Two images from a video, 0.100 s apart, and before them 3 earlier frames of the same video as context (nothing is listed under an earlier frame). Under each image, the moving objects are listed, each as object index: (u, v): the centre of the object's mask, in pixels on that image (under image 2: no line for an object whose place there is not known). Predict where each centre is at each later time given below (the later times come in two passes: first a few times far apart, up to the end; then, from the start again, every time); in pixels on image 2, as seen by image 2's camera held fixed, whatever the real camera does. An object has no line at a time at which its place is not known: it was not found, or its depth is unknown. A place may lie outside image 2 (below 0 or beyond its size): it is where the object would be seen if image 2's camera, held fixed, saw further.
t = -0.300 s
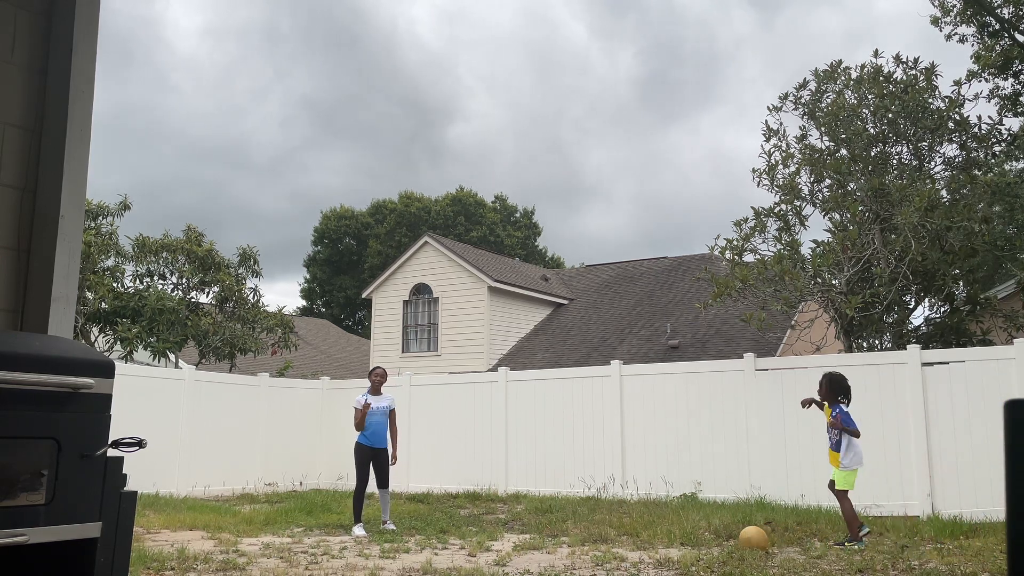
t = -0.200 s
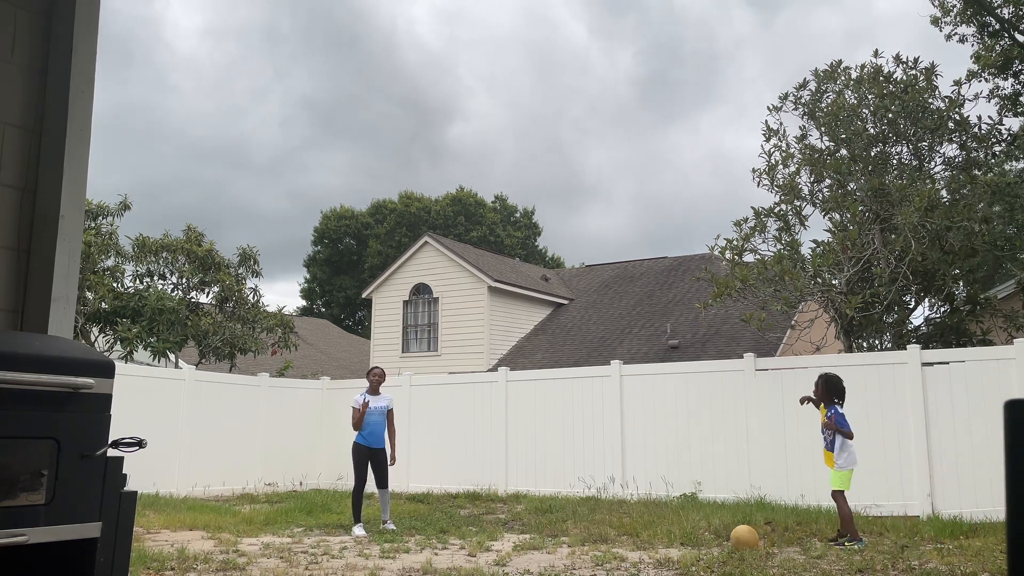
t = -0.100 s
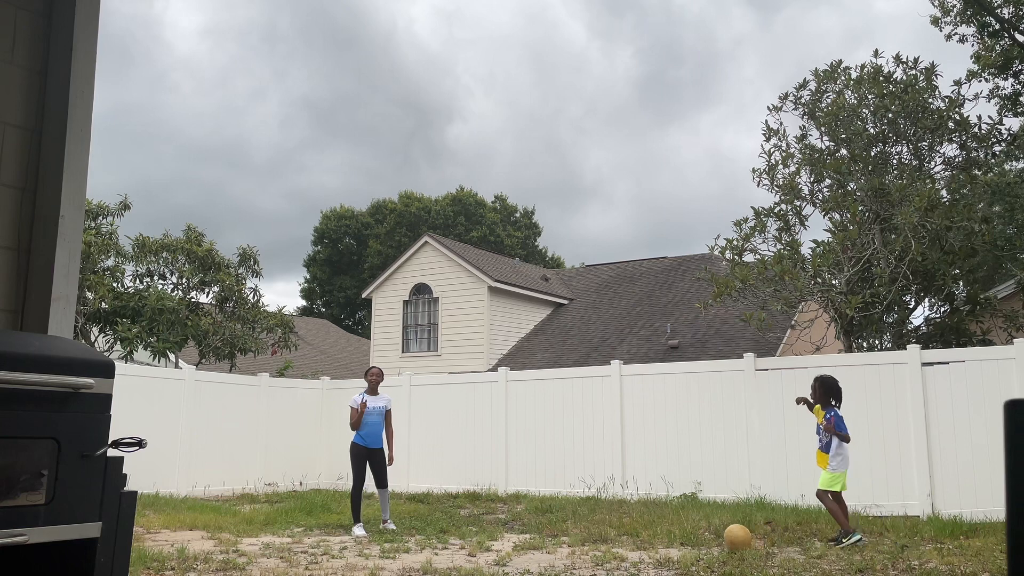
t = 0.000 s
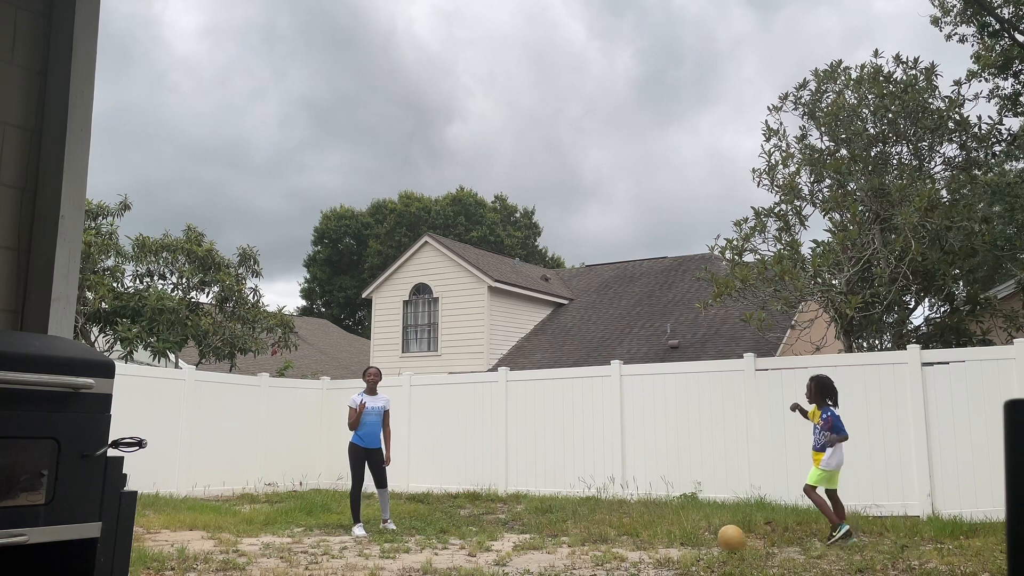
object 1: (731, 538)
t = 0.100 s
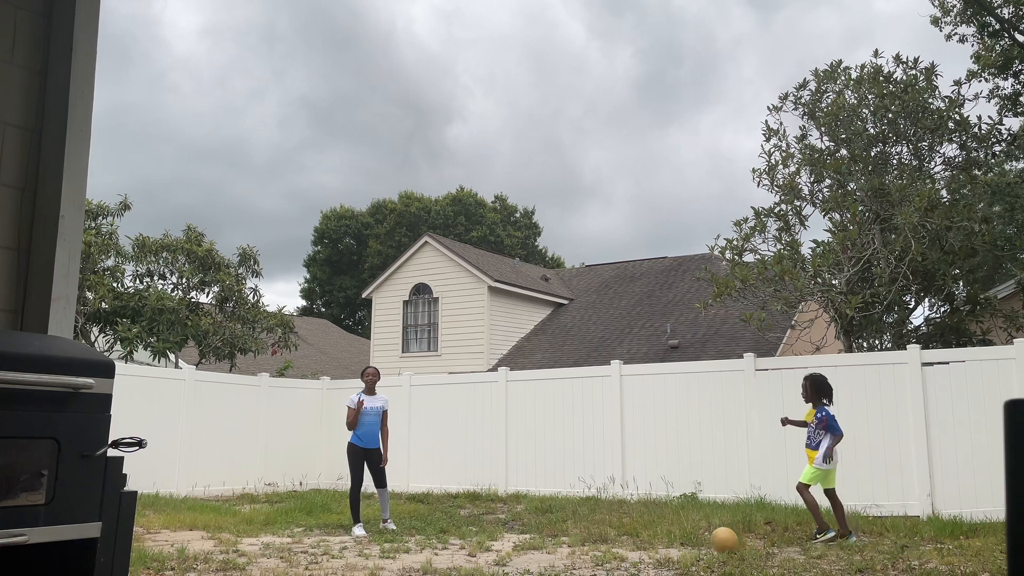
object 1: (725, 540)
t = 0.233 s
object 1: (713, 541)
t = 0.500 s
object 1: (688, 541)
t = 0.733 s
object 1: (669, 542)
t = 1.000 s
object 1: (650, 541)
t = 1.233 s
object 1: (637, 542)
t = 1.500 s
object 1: (627, 541)
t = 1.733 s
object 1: (621, 540)
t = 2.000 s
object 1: (618, 540)
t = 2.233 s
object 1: (617, 539)
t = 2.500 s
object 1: (616, 539)
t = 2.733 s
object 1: (617, 539)
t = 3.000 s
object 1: (617, 539)
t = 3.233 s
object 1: (617, 539)
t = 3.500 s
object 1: (616, 538)
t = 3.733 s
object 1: (616, 538)
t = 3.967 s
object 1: (615, 537)
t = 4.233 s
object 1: (615, 537)
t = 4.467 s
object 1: (615, 538)
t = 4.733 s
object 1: (615, 538)
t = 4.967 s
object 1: (615, 538)
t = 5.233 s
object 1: (615, 538)
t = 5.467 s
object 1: (615, 538)
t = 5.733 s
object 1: (615, 538)
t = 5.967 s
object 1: (615, 538)
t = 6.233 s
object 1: (615, 538)
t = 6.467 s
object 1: (615, 538)
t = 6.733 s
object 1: (615, 538)
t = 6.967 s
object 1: (615, 538)
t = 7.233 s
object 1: (615, 538)
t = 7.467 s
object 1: (615, 537)
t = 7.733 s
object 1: (615, 538)
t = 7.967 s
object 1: (615, 538)
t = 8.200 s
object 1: (615, 538)
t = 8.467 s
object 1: (615, 538)
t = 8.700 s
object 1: (615, 538)
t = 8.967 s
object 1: (615, 538)
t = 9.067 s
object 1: (615, 538)
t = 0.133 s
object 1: (722, 540)
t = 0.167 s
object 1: (719, 541)
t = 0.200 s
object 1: (716, 541)
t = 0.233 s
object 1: (713, 541)
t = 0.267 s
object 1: (710, 541)
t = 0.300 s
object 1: (707, 541)
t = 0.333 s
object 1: (703, 541)
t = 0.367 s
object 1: (700, 541)
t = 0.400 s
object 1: (697, 541)
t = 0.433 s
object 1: (694, 541)
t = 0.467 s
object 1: (691, 541)
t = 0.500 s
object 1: (688, 541)
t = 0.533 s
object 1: (686, 542)
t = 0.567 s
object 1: (682, 541)
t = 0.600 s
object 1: (679, 542)
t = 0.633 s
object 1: (677, 542)
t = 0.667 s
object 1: (675, 542)
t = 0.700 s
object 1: (671, 542)
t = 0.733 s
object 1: (669, 542)
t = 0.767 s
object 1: (666, 542)
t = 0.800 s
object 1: (664, 542)
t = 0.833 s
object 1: (661, 542)
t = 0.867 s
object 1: (659, 542)
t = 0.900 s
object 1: (657, 542)
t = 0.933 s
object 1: (654, 541)
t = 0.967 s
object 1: (652, 541)
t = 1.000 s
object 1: (650, 541)
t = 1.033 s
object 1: (648, 542)
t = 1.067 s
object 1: (646, 542)
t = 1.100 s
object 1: (644, 542)
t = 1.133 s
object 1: (643, 542)
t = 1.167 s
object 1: (641, 542)
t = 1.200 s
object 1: (639, 542)
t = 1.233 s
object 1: (637, 542)
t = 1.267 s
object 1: (636, 542)
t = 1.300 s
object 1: (635, 542)
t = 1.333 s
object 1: (633, 542)
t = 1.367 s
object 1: (631, 542)
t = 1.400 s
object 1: (630, 541)
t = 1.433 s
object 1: (629, 541)
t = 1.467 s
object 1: (627, 541)
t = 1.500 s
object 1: (627, 541)
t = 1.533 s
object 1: (625, 541)
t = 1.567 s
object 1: (624, 541)
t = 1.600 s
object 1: (623, 541)
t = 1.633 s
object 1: (622, 540)
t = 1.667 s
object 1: (622, 540)
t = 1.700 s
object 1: (622, 540)
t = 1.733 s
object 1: (621, 540)
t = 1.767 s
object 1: (620, 540)
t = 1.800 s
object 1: (620, 540)
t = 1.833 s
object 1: (620, 540)
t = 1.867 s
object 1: (619, 540)
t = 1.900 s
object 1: (619, 540)
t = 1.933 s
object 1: (619, 540)
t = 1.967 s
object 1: (618, 540)
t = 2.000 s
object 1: (618, 540)
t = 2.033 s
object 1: (618, 540)
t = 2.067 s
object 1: (618, 540)
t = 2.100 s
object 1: (617, 540)
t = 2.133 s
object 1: (617, 540)
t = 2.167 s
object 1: (617, 539)
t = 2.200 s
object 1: (617, 539)
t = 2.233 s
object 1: (617, 539)
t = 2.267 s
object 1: (616, 539)
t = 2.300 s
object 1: (616, 539)
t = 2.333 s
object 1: (616, 539)
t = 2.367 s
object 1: (616, 539)
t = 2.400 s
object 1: (616, 539)
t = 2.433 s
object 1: (616, 539)
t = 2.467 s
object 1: (616, 539)
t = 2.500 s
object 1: (616, 539)
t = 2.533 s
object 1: (616, 539)
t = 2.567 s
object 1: (616, 539)
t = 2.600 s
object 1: (616, 539)
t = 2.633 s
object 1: (616, 539)
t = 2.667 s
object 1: (616, 539)
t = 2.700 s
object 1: (616, 539)
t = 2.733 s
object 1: (617, 539)
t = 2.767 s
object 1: (617, 539)
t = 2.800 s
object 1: (617, 539)
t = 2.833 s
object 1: (617, 539)
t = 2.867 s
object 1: (617, 539)
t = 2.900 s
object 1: (617, 539)
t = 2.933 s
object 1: (617, 539)
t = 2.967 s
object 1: (617, 539)
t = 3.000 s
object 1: (617, 539)
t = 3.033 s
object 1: (617, 539)
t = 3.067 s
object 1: (617, 539)
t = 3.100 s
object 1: (617, 539)
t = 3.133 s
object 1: (617, 539)
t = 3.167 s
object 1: (617, 539)
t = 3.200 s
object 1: (617, 539)
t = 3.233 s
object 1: (617, 539)
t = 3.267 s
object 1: (617, 538)
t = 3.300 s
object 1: (617, 539)
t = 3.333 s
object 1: (617, 538)
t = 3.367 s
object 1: (617, 539)
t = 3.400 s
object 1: (617, 538)
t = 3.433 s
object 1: (617, 538)
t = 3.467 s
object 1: (616, 538)
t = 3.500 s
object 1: (616, 538)
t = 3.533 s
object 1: (616, 538)
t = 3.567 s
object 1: (616, 538)
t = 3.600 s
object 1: (616, 538)
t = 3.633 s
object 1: (616, 538)
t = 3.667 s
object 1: (616, 538)
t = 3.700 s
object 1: (616, 538)
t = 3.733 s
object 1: (616, 538)
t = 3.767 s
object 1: (616, 537)
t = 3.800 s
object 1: (616, 538)
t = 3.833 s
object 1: (616, 537)
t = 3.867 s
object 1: (615, 537)
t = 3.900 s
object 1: (615, 537)
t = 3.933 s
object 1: (615, 537)
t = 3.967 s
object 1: (615, 537)
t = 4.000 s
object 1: (615, 537)
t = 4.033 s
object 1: (615, 537)
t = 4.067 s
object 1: (615, 537)
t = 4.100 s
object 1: (615, 537)
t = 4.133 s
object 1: (615, 537)
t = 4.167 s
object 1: (615, 537)
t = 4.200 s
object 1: (615, 537)
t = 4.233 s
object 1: (615, 537)
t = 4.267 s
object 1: (615, 537)
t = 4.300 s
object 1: (615, 538)
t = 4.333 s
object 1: (615, 538)
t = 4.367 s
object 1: (615, 538)
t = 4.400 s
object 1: (615, 537)
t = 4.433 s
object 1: (615, 538)
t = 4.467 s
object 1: (615, 538)
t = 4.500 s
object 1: (615, 537)
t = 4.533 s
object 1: (615, 538)
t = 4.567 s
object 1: (615, 537)
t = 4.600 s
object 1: (615, 538)
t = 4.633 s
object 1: (615, 537)
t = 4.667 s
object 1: (615, 538)
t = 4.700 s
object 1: (615, 537)
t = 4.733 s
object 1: (615, 538)
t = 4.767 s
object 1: (615, 537)
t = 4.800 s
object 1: (615, 538)
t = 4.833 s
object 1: (615, 537)
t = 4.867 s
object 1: (615, 538)
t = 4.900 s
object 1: (615, 537)
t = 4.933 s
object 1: (615, 537)
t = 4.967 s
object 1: (615, 538)
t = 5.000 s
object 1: (615, 538)
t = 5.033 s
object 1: (615, 537)
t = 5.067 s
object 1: (615, 538)
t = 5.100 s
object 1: (615, 537)
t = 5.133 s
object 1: (615, 538)
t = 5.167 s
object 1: (615, 538)
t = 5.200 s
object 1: (615, 538)
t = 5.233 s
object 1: (615, 538)
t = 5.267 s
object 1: (615, 538)
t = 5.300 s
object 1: (615, 538)
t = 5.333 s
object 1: (615, 538)
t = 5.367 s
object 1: (615, 538)
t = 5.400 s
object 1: (615, 538)
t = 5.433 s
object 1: (615, 538)
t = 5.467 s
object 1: (615, 538)
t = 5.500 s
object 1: (615, 538)
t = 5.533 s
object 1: (615, 538)
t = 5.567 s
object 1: (615, 538)
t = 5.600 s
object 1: (615, 537)
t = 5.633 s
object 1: (615, 538)
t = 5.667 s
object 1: (615, 537)
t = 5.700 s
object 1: (615, 537)
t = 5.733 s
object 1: (615, 538)
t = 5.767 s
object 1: (615, 537)
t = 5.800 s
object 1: (615, 537)
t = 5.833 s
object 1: (615, 538)
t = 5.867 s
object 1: (615, 537)
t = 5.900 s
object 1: (615, 538)
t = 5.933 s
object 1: (615, 538)
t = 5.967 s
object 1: (615, 538)
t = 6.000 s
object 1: (615, 538)
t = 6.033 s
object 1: (615, 538)
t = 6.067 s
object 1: (615, 537)
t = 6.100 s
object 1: (615, 538)
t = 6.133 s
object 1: (615, 538)
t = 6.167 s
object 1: (615, 538)
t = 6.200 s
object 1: (615, 538)
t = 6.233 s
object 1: (615, 538)
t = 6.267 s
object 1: (615, 538)
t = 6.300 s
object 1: (615, 538)
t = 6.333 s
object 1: (615, 538)
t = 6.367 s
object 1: (615, 538)
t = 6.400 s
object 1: (615, 538)
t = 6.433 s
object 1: (615, 538)
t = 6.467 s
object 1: (615, 538)
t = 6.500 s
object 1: (615, 538)
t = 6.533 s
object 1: (615, 538)
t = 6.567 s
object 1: (615, 538)
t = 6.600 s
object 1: (615, 538)
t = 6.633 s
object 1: (615, 538)
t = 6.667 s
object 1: (615, 538)
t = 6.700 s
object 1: (615, 538)
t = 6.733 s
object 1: (615, 538)
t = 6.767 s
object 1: (615, 538)
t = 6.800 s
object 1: (615, 538)
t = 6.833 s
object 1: (615, 538)
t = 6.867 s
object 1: (615, 538)
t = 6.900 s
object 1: (615, 538)
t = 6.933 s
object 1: (615, 538)
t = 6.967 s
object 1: (615, 538)
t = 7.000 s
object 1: (615, 538)
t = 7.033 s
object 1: (615, 538)
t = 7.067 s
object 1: (615, 538)
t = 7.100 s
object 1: (615, 538)
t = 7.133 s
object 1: (615, 538)
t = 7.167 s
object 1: (615, 538)
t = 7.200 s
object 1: (615, 538)
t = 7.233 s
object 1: (615, 538)
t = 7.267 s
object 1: (615, 538)
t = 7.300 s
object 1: (615, 538)
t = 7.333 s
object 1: (615, 538)
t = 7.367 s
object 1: (615, 538)
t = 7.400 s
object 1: (615, 538)
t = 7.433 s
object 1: (615, 538)
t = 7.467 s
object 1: (615, 537)
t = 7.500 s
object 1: (615, 538)
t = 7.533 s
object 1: (615, 538)
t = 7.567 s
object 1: (615, 538)
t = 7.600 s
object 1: (615, 538)
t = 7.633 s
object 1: (615, 538)
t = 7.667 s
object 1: (615, 538)
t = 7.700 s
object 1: (615, 538)
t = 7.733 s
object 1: (615, 538)
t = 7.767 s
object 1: (615, 538)
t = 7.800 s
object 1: (615, 538)
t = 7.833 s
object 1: (615, 538)
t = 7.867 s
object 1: (615, 538)
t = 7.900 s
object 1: (615, 538)
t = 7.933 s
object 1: (615, 538)
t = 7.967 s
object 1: (615, 538)
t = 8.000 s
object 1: (615, 538)
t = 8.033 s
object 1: (615, 538)
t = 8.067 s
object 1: (615, 538)
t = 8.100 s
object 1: (615, 538)
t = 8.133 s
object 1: (615, 538)
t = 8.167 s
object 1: (615, 538)
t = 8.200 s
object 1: (615, 538)
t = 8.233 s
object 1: (615, 538)
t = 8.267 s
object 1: (615, 538)
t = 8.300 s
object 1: (615, 538)
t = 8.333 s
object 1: (615, 537)
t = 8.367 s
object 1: (615, 537)
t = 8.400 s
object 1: (615, 538)
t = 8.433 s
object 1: (615, 537)
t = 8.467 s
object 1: (615, 538)
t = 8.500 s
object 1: (615, 537)
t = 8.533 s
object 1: (615, 537)
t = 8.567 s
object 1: (615, 538)
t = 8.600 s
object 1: (615, 538)
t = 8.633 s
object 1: (615, 538)
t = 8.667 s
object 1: (615, 538)
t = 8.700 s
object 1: (615, 538)
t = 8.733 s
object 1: (615, 538)
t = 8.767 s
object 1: (615, 538)
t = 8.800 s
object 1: (615, 538)
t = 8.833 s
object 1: (615, 538)
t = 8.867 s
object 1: (615, 538)
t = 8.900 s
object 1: (615, 538)
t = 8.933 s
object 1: (615, 538)
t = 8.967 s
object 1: (615, 538)
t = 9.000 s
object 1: (615, 538)
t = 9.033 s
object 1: (615, 538)
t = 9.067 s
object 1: (615, 538)
